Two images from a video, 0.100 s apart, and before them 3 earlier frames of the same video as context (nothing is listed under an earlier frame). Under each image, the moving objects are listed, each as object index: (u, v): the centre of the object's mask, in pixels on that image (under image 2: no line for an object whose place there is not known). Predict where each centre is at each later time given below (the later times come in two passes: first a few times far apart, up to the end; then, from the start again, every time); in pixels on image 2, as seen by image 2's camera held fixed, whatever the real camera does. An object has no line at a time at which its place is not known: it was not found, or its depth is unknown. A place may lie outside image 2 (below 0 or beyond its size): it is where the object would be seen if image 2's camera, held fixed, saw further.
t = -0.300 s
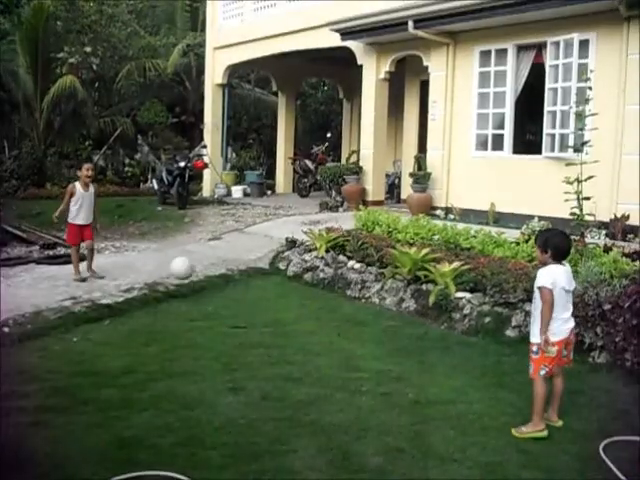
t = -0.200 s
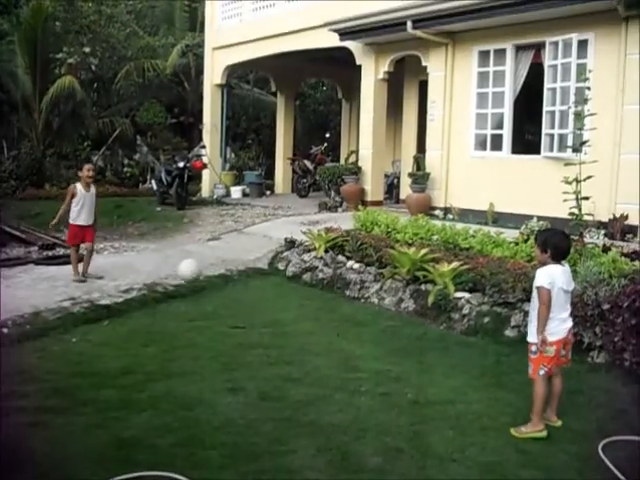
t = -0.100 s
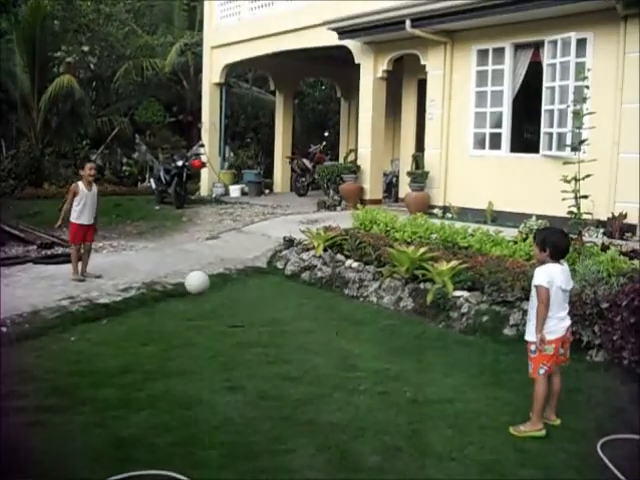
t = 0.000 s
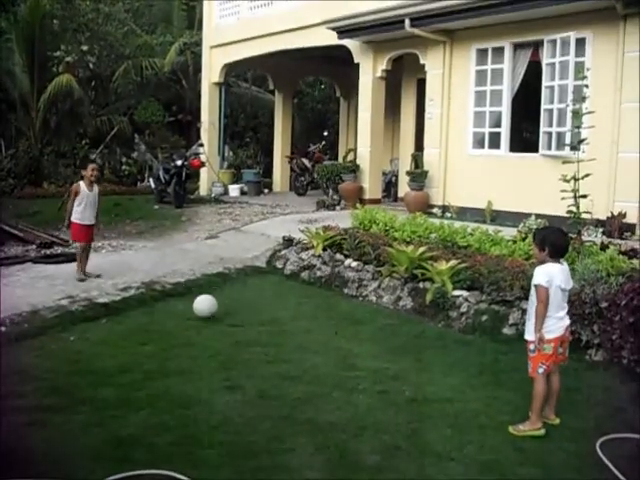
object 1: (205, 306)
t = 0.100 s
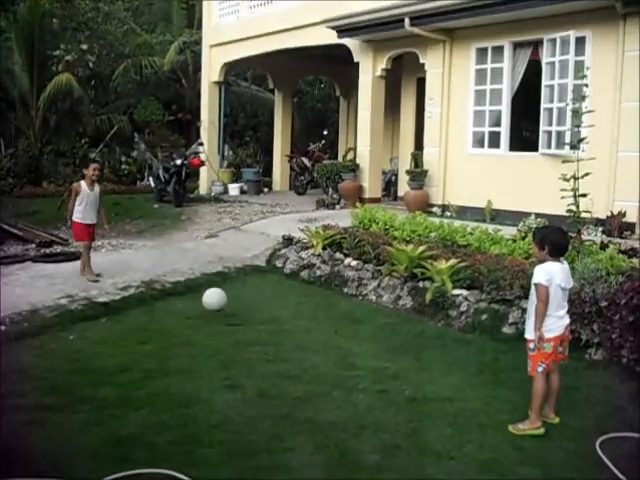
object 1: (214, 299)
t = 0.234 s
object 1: (227, 298)
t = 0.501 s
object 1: (254, 312)
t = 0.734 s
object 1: (282, 318)
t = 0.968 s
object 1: (306, 322)
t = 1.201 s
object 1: (325, 323)
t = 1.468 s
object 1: (346, 326)
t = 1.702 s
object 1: (360, 327)
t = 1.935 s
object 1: (365, 330)
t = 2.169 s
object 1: (366, 331)
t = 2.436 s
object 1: (363, 332)
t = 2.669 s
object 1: (361, 333)
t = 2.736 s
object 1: (360, 333)
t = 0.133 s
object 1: (217, 297)
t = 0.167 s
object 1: (221, 296)
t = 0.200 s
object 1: (224, 296)
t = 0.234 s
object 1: (227, 298)
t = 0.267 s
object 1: (230, 301)
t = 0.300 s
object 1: (233, 305)
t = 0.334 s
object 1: (236, 311)
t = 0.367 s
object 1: (240, 314)
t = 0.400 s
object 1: (243, 312)
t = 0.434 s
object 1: (247, 310)
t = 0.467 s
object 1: (251, 311)
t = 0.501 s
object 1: (254, 312)
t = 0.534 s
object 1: (258, 315)
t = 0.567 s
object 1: (262, 316)
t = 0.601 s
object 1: (266, 316)
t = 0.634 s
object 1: (270, 317)
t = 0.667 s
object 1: (274, 317)
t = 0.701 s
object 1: (278, 318)
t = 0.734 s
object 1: (282, 318)
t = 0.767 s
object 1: (285, 319)
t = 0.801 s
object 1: (289, 320)
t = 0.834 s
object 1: (292, 320)
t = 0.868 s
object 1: (296, 321)
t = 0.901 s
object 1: (299, 321)
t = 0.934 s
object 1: (302, 322)
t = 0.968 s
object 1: (306, 322)
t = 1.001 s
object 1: (309, 323)
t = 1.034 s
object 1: (312, 323)
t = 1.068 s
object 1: (315, 323)
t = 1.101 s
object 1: (317, 322)
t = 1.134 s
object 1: (320, 323)
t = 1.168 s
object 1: (322, 323)
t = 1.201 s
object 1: (325, 323)
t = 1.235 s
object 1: (327, 324)
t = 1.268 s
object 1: (330, 324)
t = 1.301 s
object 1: (332, 324)
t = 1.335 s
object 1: (335, 325)
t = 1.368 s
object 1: (338, 325)
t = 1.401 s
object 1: (340, 326)
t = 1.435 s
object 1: (343, 326)
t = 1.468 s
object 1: (346, 326)
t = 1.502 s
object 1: (348, 326)
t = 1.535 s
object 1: (351, 326)
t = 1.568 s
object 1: (352, 327)
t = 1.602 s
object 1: (355, 327)
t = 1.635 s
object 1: (357, 327)
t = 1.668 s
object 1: (358, 327)
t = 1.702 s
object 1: (360, 327)
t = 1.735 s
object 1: (361, 328)
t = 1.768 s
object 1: (362, 328)
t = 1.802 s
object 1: (363, 328)
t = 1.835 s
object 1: (364, 328)
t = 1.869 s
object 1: (364, 329)
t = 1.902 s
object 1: (365, 329)
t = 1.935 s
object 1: (365, 330)
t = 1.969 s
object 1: (365, 330)
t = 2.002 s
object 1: (366, 330)
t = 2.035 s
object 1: (366, 331)
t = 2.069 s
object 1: (366, 331)
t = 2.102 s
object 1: (365, 331)
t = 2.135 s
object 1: (366, 331)
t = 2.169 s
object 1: (366, 331)
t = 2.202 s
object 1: (365, 331)
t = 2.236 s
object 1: (365, 332)
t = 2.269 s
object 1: (365, 332)
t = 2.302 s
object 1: (365, 332)
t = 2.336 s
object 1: (364, 332)
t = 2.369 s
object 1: (364, 332)
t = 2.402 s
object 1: (363, 332)
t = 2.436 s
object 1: (363, 332)
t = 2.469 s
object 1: (362, 333)
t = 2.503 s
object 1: (362, 333)
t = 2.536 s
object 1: (362, 333)
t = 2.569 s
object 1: (361, 333)
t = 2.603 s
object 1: (361, 333)
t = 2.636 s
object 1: (361, 333)
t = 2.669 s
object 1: (361, 333)
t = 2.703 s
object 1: (360, 333)
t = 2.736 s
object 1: (360, 333)
